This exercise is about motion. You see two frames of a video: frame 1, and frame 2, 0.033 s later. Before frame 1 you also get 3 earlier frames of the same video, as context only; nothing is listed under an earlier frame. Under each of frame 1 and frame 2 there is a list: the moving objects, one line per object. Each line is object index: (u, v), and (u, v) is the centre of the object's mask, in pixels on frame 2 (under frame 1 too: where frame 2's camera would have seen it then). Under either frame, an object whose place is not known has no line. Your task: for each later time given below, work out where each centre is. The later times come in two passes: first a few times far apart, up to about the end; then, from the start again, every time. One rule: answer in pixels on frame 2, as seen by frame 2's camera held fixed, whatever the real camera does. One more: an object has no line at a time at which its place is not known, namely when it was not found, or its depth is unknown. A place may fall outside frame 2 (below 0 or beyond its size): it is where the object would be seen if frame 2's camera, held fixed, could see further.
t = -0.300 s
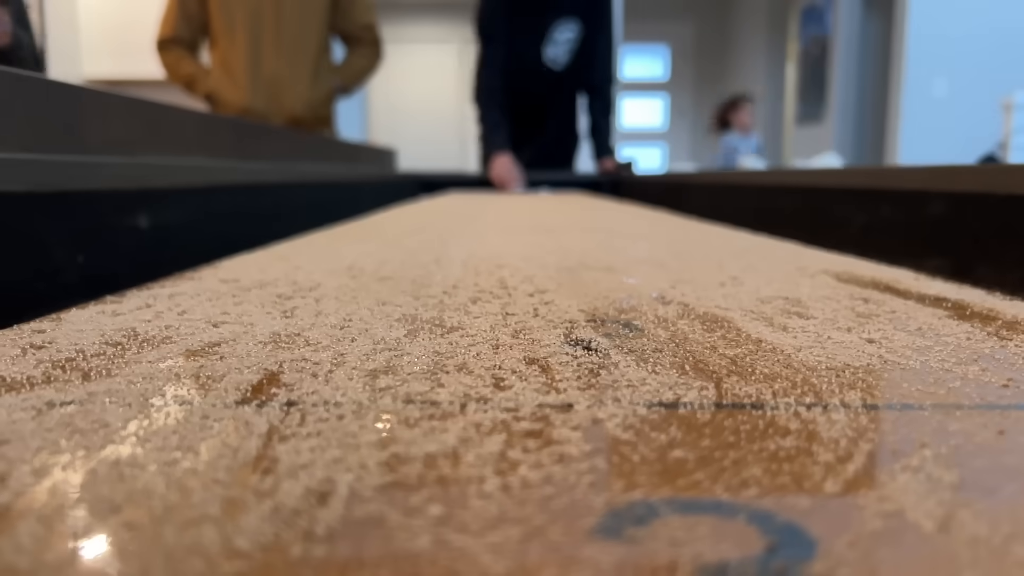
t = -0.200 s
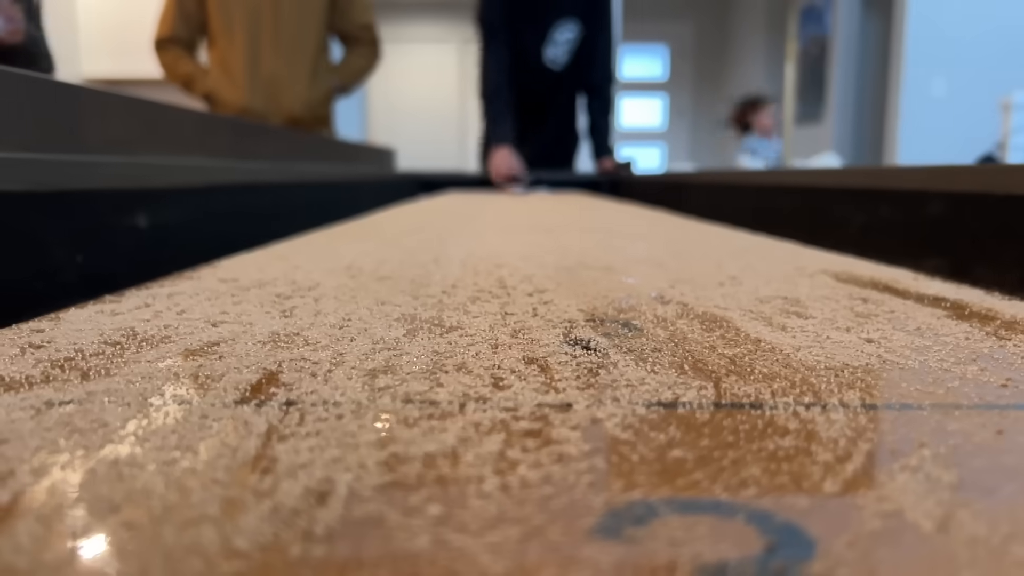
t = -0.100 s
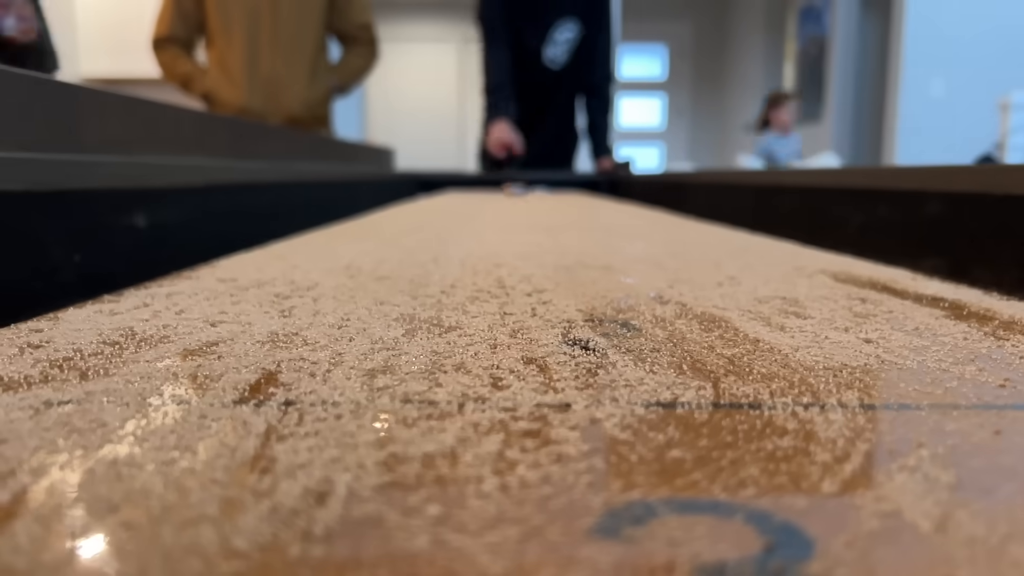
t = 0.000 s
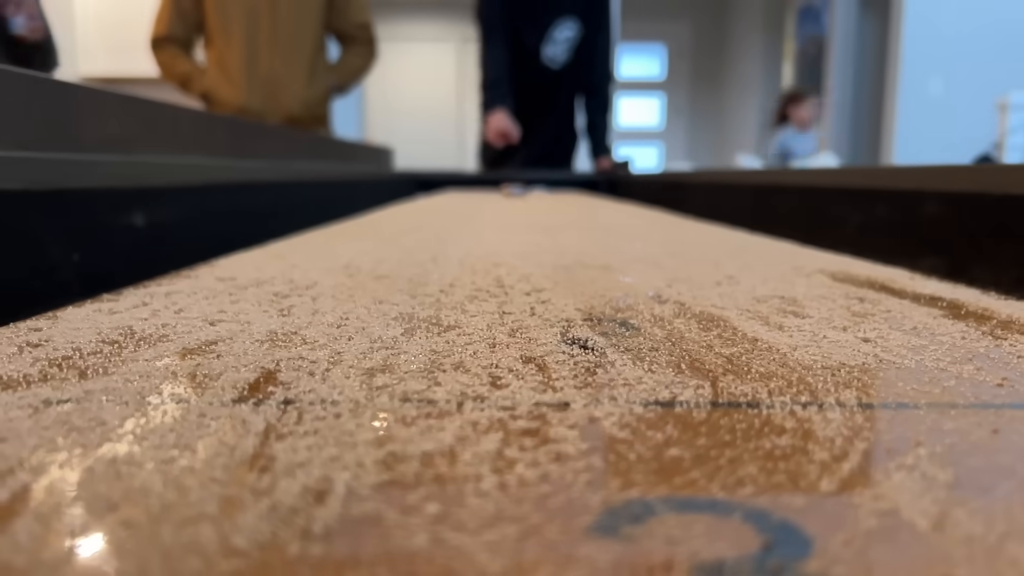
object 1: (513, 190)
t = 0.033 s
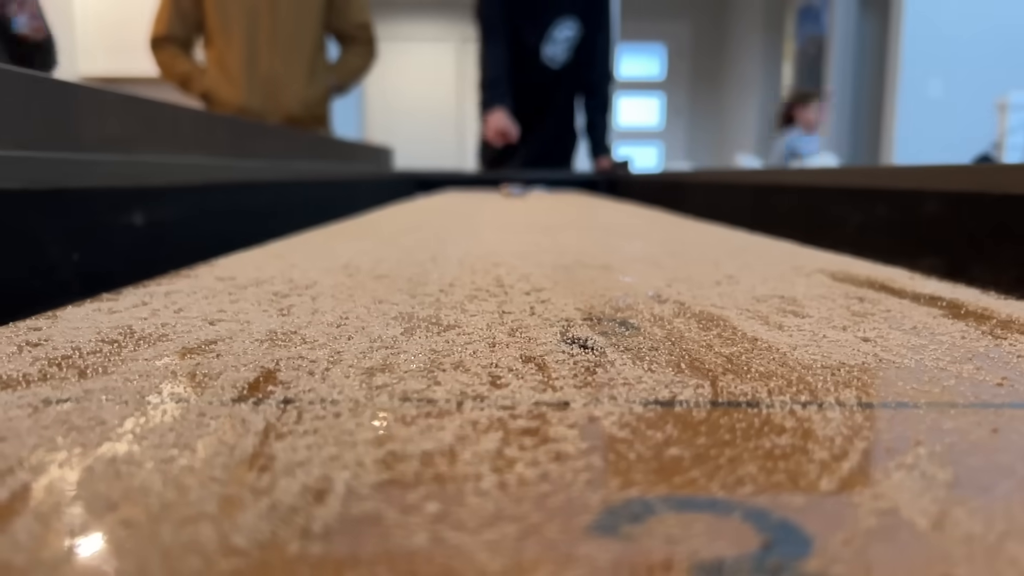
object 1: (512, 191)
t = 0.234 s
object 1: (512, 193)
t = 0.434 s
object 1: (512, 196)
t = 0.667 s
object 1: (510, 202)
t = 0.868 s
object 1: (509, 209)
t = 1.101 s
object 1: (509, 221)
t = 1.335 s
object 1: (508, 239)
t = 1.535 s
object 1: (509, 267)
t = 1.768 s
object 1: (517, 338)
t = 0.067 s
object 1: (512, 191)
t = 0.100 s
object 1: (512, 191)
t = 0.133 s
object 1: (512, 192)
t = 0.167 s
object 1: (512, 192)
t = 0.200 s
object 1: (512, 193)
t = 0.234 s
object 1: (512, 193)
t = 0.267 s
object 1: (512, 193)
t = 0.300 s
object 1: (512, 194)
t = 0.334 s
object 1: (512, 194)
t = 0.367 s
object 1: (512, 195)
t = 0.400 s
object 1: (512, 195)
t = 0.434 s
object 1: (512, 196)
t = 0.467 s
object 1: (511, 197)
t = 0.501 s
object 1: (511, 197)
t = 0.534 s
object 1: (511, 198)
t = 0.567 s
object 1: (511, 199)
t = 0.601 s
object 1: (511, 200)
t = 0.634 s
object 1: (510, 201)
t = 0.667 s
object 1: (510, 202)
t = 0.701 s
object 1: (510, 203)
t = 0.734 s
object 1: (509, 204)
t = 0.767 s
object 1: (509, 205)
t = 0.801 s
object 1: (509, 207)
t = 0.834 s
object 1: (509, 208)
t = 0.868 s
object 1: (509, 209)
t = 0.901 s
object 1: (509, 211)
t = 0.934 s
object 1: (509, 212)
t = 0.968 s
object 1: (509, 213)
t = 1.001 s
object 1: (509, 215)
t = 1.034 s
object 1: (509, 217)
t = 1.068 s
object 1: (509, 219)
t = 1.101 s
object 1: (509, 221)
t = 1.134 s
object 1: (509, 223)
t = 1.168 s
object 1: (509, 225)
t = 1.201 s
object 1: (509, 227)
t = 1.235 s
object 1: (509, 230)
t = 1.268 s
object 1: (508, 233)
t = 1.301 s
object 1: (508, 236)
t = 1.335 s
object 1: (508, 239)
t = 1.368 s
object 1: (509, 243)
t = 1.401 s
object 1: (509, 247)
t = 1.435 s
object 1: (509, 251)
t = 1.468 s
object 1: (509, 256)
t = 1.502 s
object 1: (509, 261)
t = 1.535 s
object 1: (509, 267)
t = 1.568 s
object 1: (510, 274)
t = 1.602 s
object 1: (511, 281)
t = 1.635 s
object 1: (511, 290)
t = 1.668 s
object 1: (512, 299)
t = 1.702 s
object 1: (513, 310)
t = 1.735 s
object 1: (515, 323)
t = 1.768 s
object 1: (517, 338)
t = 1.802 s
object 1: (519, 356)
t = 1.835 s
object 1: (522, 378)
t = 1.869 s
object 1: (526, 404)
